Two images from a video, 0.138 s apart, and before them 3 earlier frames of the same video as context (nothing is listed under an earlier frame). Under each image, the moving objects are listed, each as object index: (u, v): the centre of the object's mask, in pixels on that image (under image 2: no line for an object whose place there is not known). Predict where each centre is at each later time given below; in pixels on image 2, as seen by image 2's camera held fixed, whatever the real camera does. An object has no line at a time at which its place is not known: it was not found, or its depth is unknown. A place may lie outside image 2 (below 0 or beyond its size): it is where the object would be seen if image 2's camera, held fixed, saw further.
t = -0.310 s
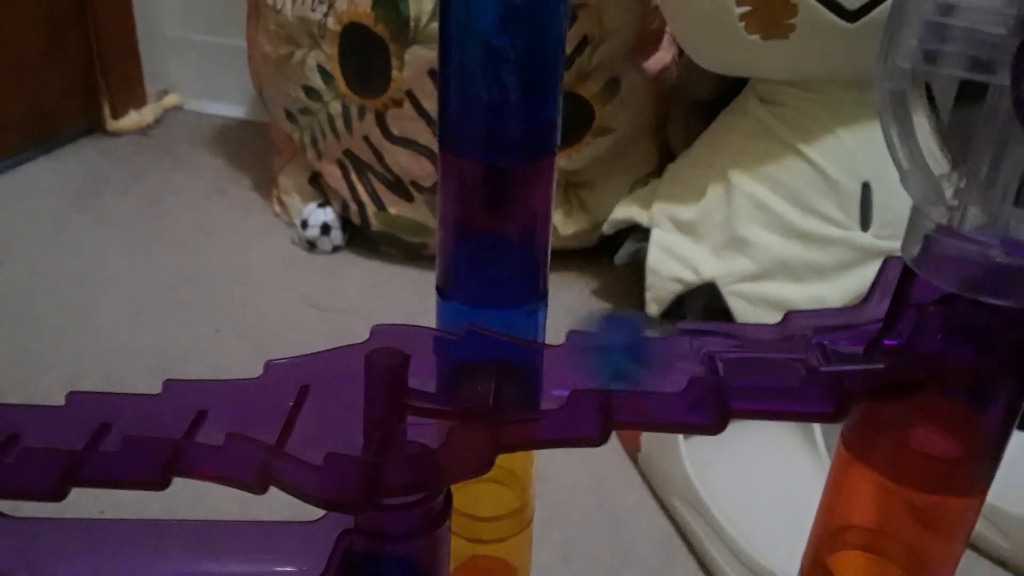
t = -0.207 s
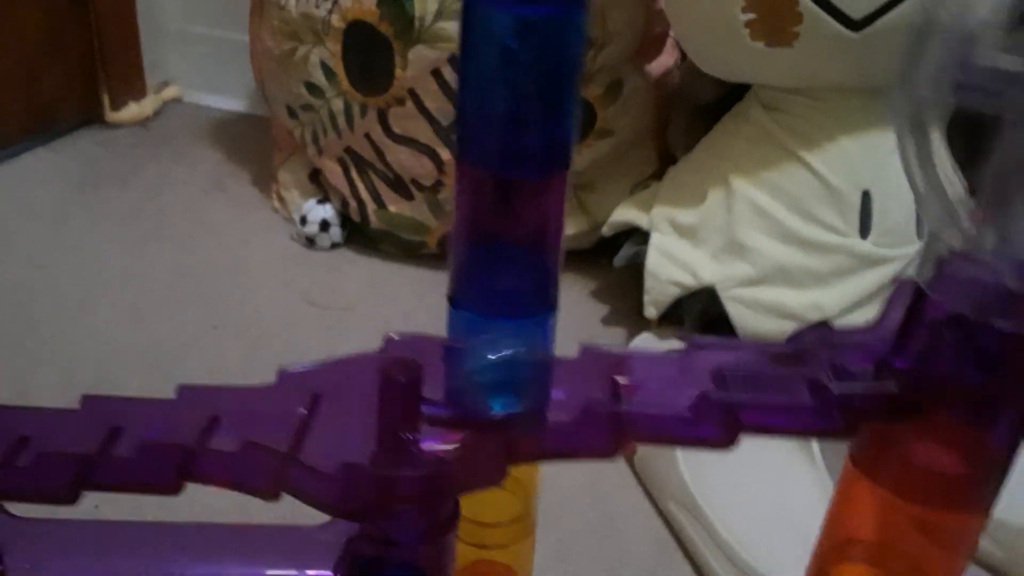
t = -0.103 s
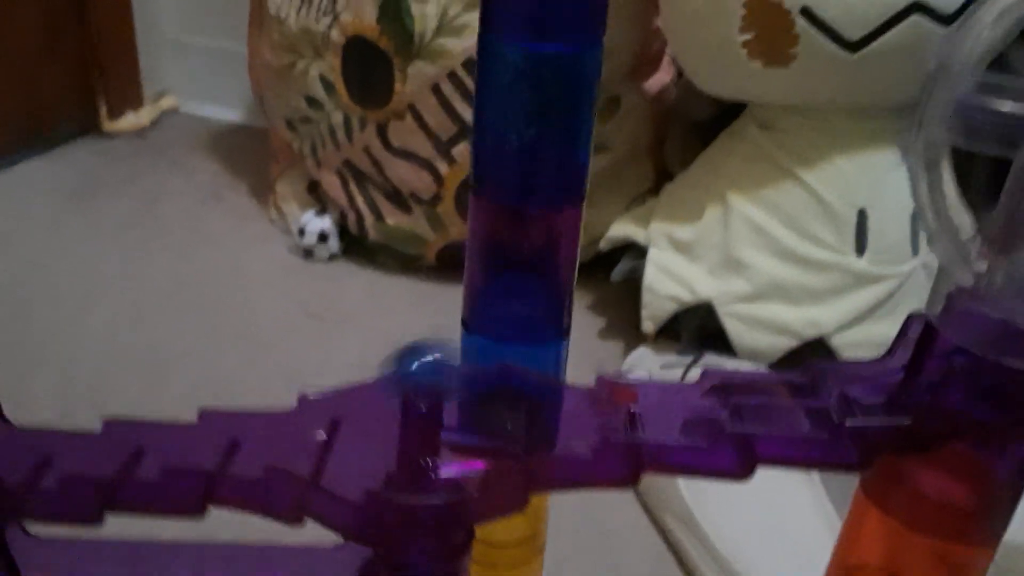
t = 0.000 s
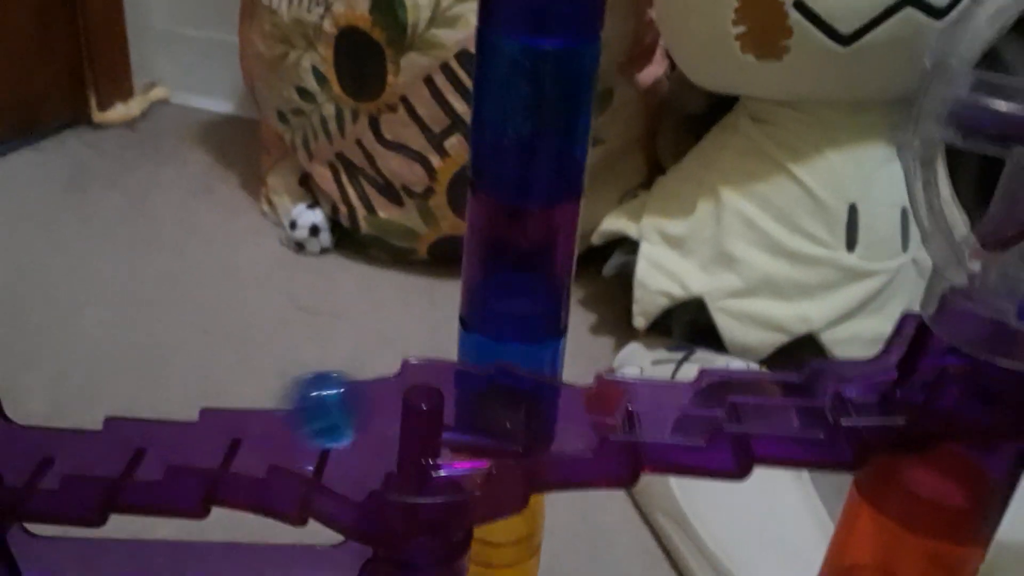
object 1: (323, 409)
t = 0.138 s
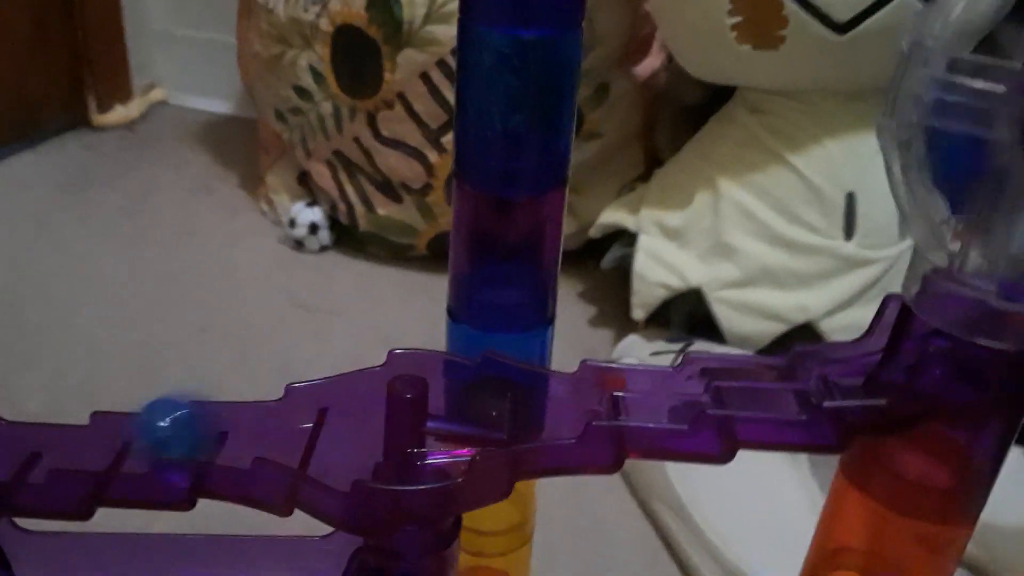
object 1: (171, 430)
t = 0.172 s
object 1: (133, 433)
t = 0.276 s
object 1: (13, 447)
